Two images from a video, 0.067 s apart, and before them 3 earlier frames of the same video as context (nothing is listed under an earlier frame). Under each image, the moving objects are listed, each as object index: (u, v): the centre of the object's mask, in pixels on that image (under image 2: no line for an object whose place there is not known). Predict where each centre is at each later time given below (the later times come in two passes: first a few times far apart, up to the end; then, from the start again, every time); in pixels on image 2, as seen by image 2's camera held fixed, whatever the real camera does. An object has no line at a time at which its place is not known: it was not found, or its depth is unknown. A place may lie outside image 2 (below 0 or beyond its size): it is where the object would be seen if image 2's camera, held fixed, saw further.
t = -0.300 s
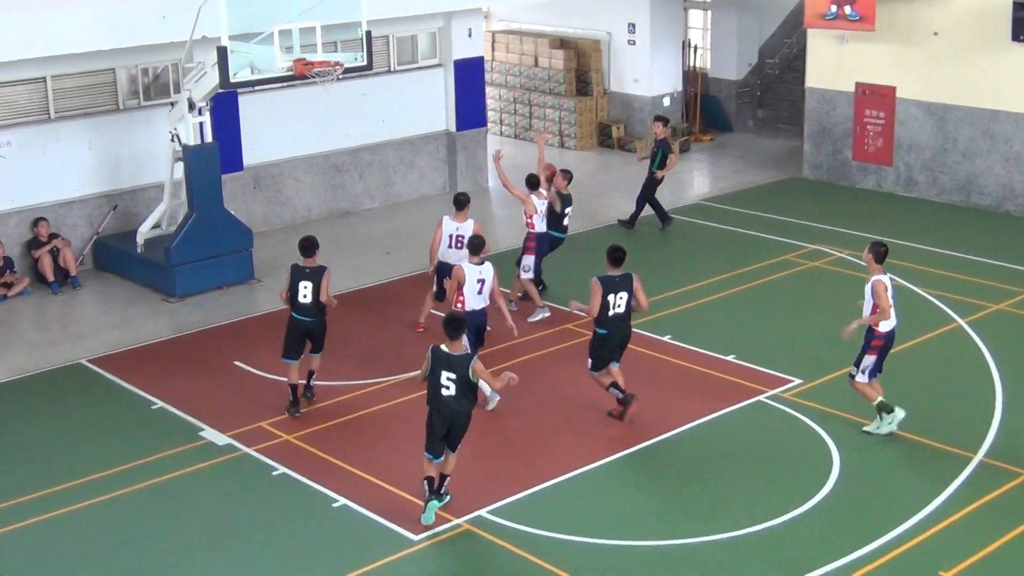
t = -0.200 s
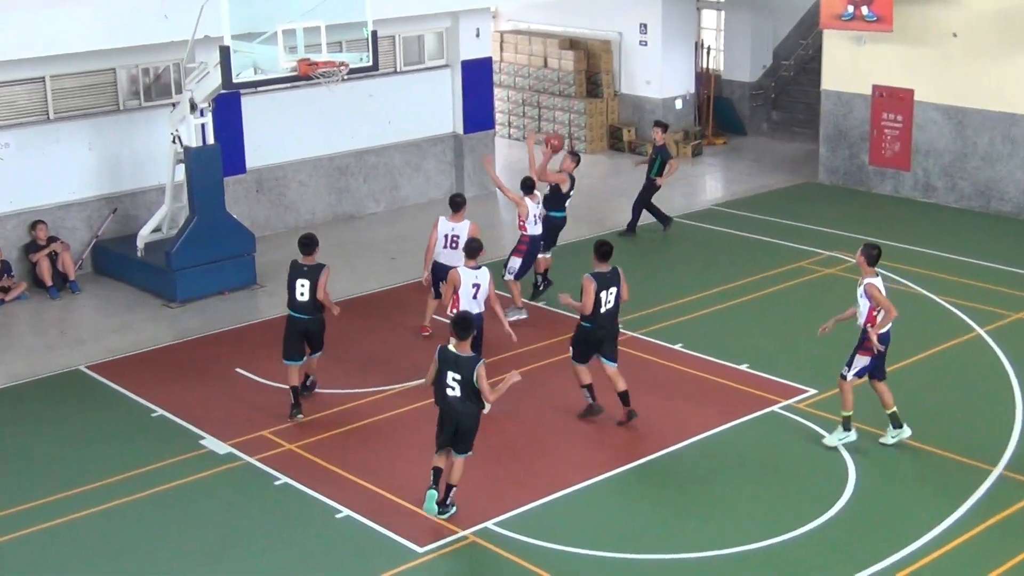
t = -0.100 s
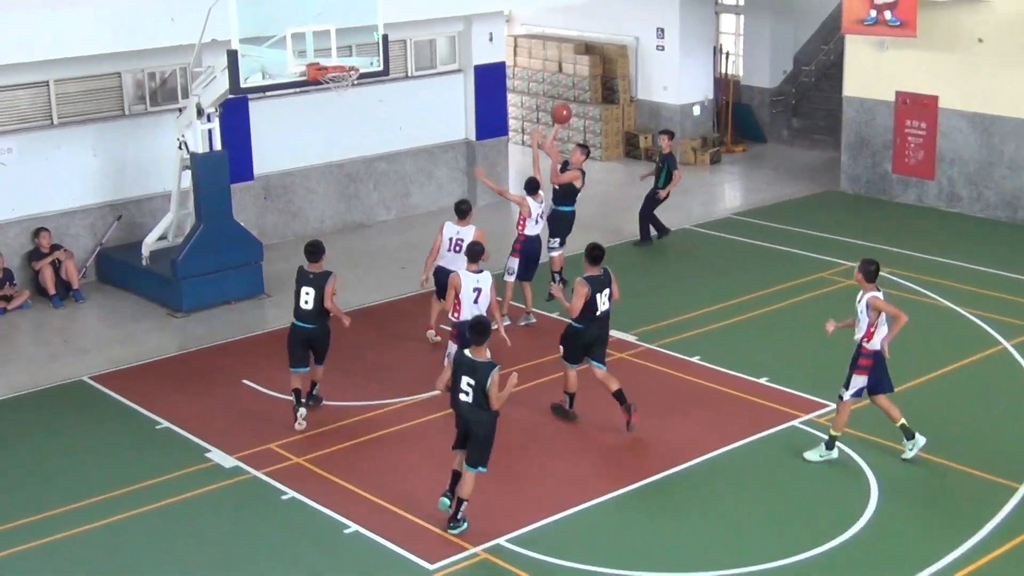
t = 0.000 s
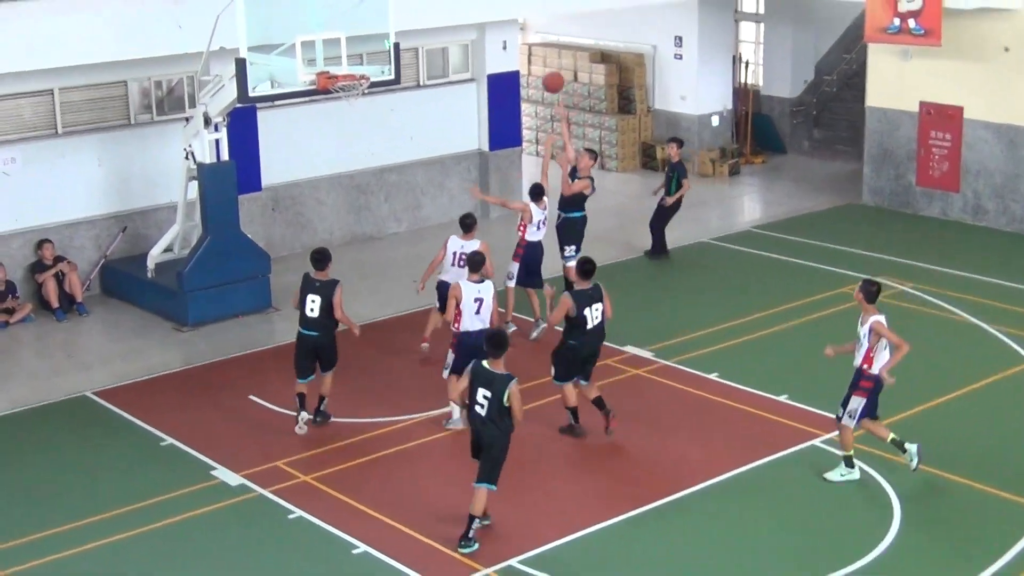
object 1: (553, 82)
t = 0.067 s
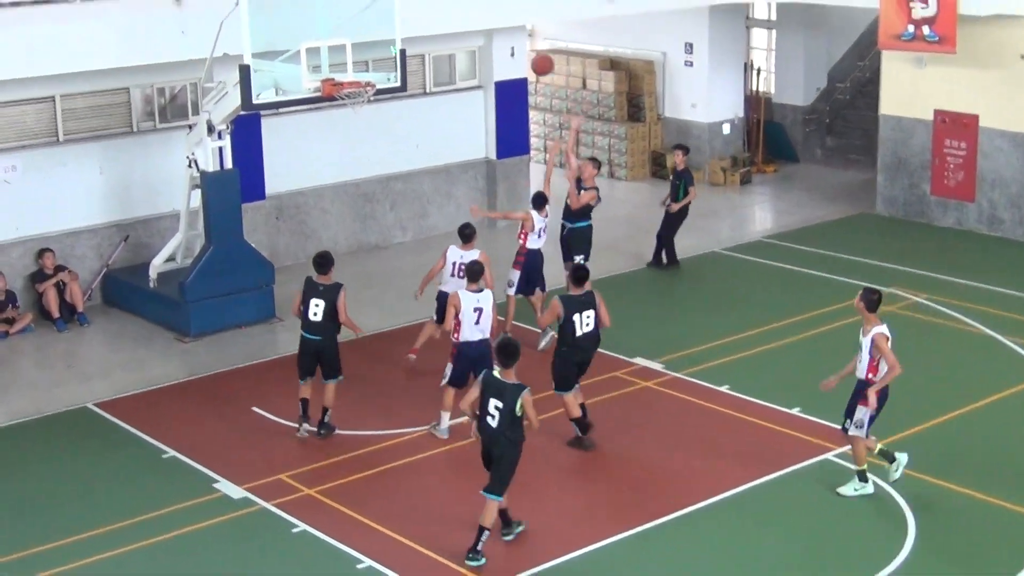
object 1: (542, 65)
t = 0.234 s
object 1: (494, 20)
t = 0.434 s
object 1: (432, 1)
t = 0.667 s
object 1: (358, 28)
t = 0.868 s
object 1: (296, 96)
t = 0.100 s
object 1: (533, 54)
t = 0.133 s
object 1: (523, 44)
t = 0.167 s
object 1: (513, 35)
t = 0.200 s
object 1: (503, 27)
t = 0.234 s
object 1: (494, 20)
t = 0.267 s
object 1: (483, 14)
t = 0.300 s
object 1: (473, 9)
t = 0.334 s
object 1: (463, 6)
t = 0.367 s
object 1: (453, 3)
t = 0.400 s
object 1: (442, 1)
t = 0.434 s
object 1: (432, 1)
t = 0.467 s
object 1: (421, 1)
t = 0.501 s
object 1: (411, 3)
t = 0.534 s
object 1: (400, 5)
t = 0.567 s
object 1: (389, 9)
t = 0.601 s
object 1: (379, 14)
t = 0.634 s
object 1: (369, 21)
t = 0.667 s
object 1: (358, 28)
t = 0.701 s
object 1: (347, 36)
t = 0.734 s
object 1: (337, 46)
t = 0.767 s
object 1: (327, 57)
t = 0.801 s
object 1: (316, 69)
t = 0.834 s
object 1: (306, 82)
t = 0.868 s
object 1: (296, 96)
